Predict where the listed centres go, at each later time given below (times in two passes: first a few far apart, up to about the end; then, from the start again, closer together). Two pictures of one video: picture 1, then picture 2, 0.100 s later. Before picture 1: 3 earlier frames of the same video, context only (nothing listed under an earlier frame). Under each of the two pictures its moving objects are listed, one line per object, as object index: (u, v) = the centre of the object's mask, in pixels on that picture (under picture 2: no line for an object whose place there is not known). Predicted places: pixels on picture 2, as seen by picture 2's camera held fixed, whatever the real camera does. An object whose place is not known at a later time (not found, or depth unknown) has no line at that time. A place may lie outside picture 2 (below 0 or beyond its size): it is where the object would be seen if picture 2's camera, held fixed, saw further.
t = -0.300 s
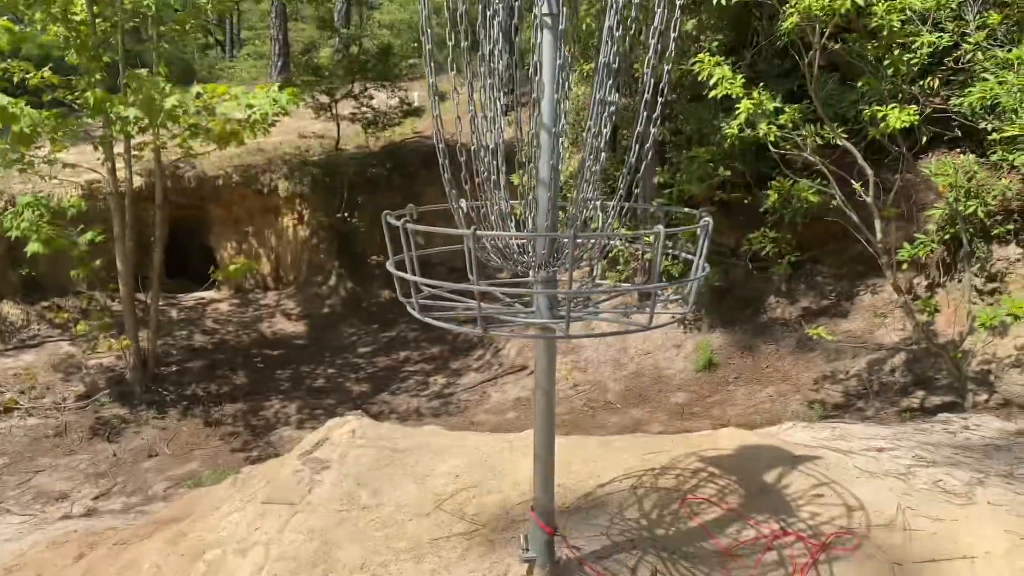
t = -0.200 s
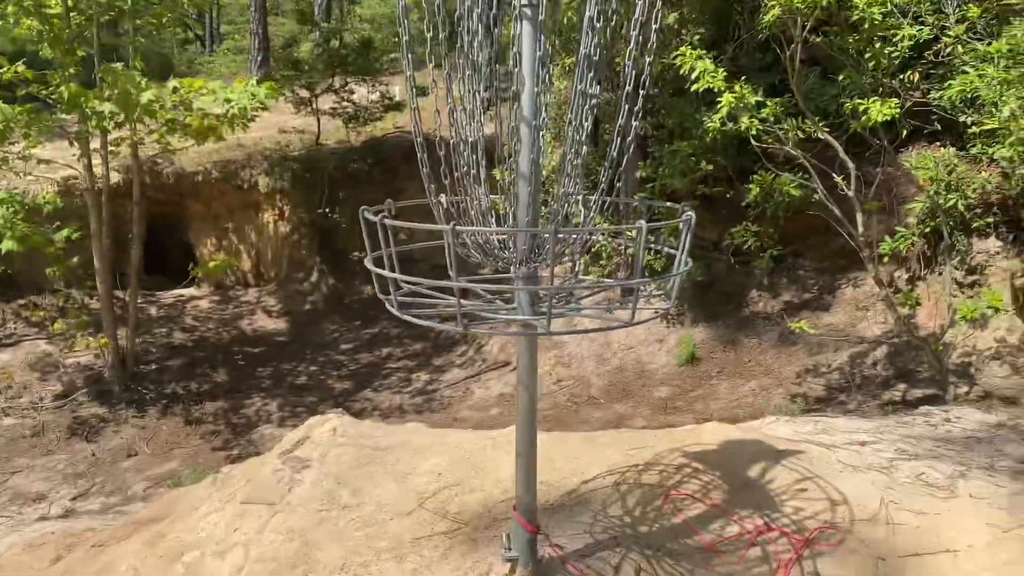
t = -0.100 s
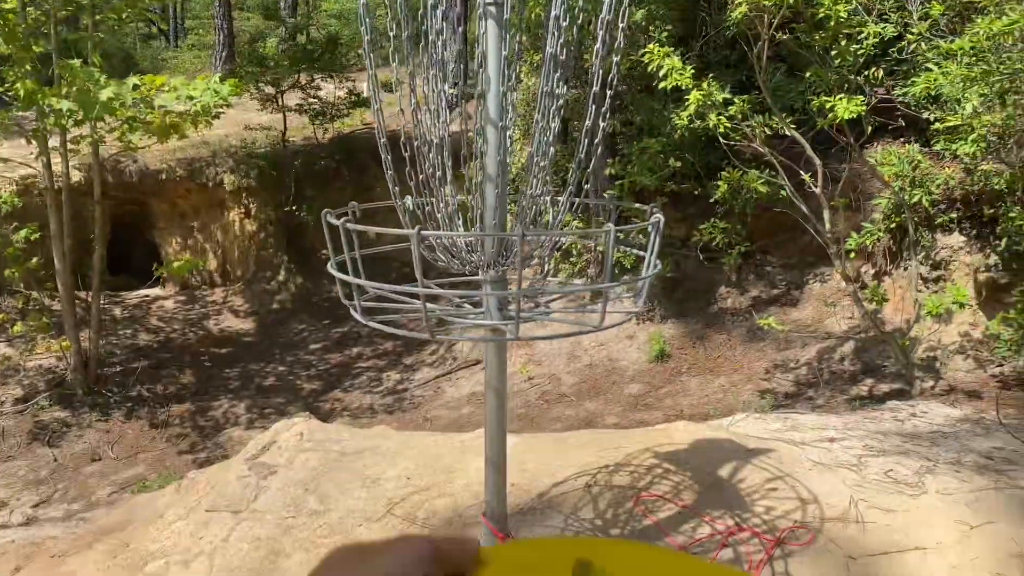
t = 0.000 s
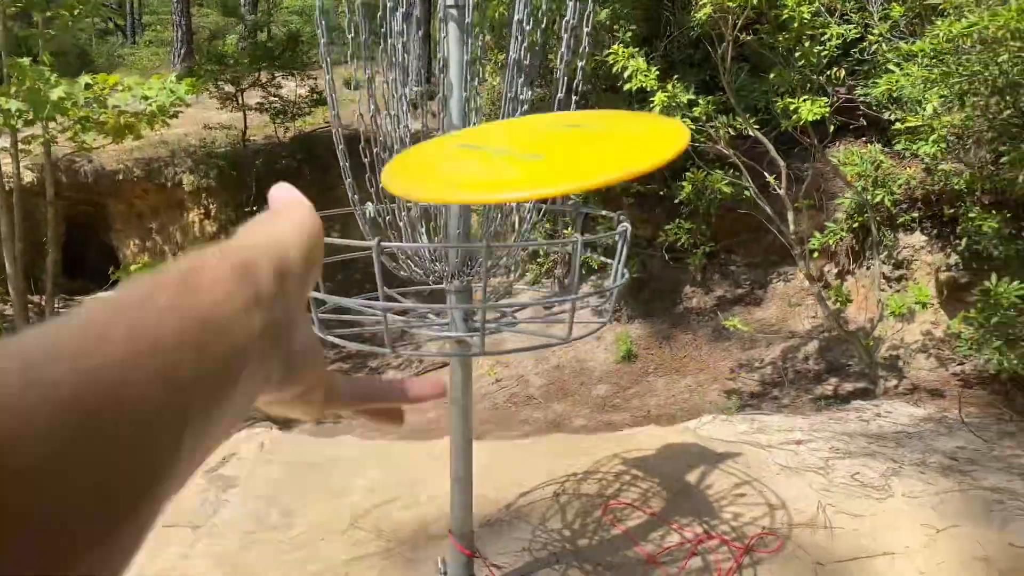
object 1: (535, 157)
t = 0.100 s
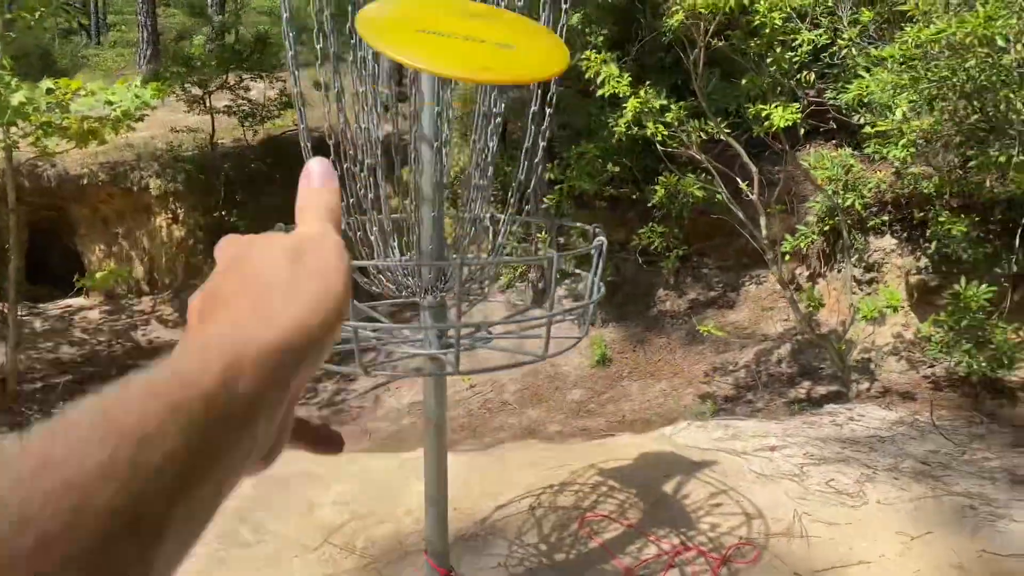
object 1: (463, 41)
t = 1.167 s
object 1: (452, 354)
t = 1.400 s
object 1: (446, 349)
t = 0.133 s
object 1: (457, 32)
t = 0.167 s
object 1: (448, 30)
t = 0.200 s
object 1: (442, 35)
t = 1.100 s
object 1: (448, 338)
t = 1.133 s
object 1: (444, 351)
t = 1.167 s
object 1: (452, 354)
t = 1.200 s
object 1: (455, 348)
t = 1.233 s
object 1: (453, 345)
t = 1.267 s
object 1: (452, 345)
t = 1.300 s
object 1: (450, 346)
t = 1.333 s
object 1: (447, 349)
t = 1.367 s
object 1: (446, 348)
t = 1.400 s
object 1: (446, 349)
